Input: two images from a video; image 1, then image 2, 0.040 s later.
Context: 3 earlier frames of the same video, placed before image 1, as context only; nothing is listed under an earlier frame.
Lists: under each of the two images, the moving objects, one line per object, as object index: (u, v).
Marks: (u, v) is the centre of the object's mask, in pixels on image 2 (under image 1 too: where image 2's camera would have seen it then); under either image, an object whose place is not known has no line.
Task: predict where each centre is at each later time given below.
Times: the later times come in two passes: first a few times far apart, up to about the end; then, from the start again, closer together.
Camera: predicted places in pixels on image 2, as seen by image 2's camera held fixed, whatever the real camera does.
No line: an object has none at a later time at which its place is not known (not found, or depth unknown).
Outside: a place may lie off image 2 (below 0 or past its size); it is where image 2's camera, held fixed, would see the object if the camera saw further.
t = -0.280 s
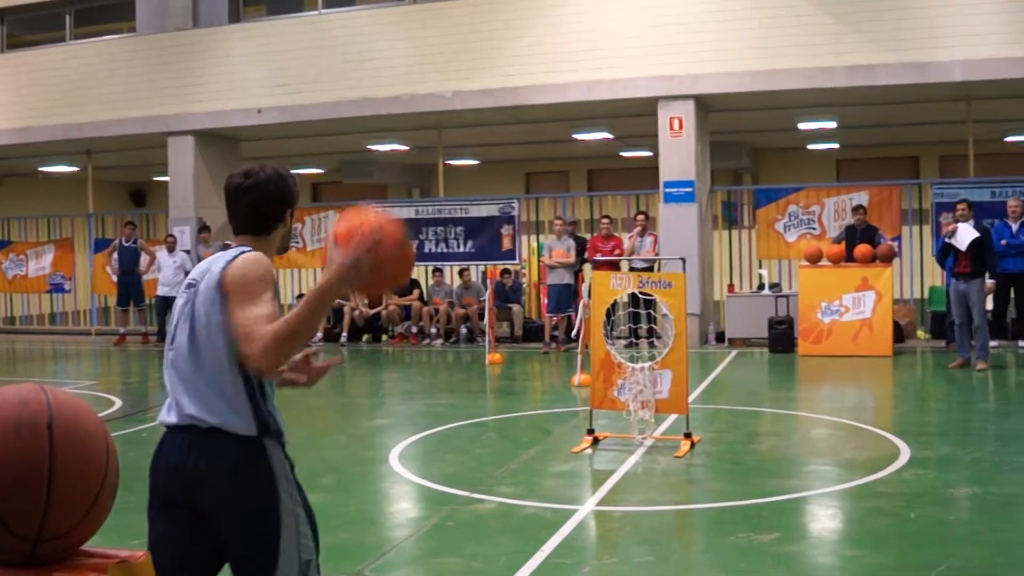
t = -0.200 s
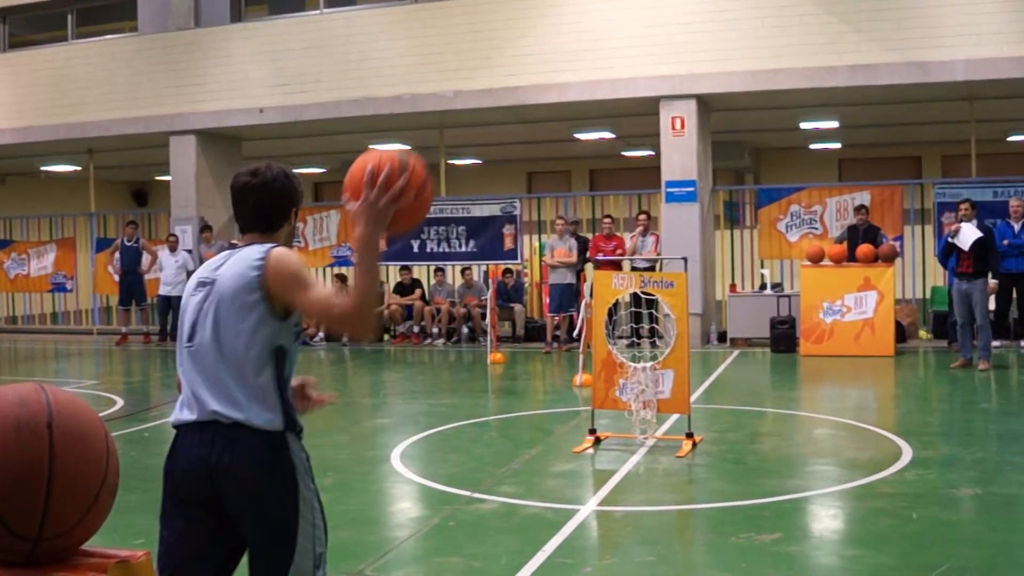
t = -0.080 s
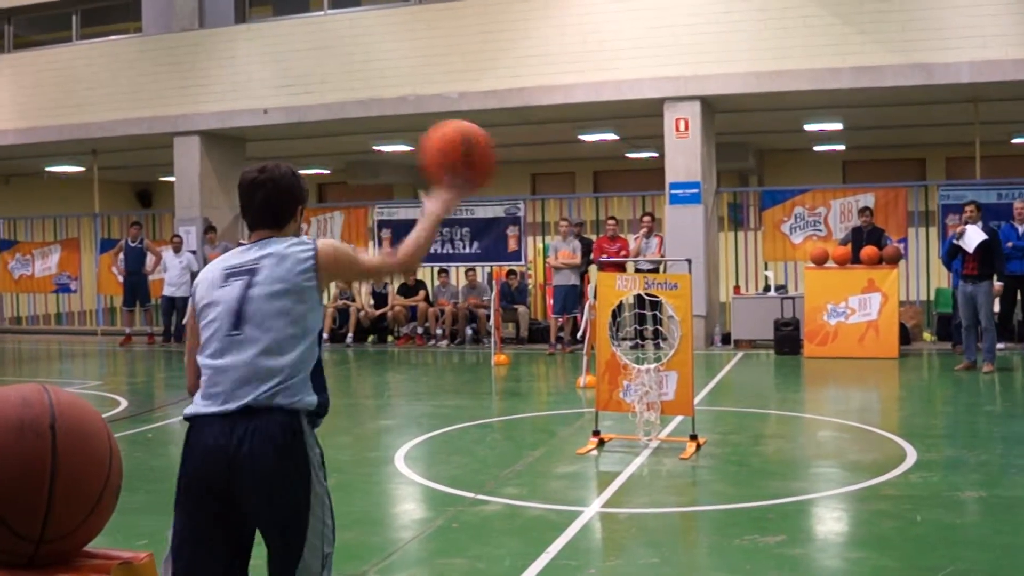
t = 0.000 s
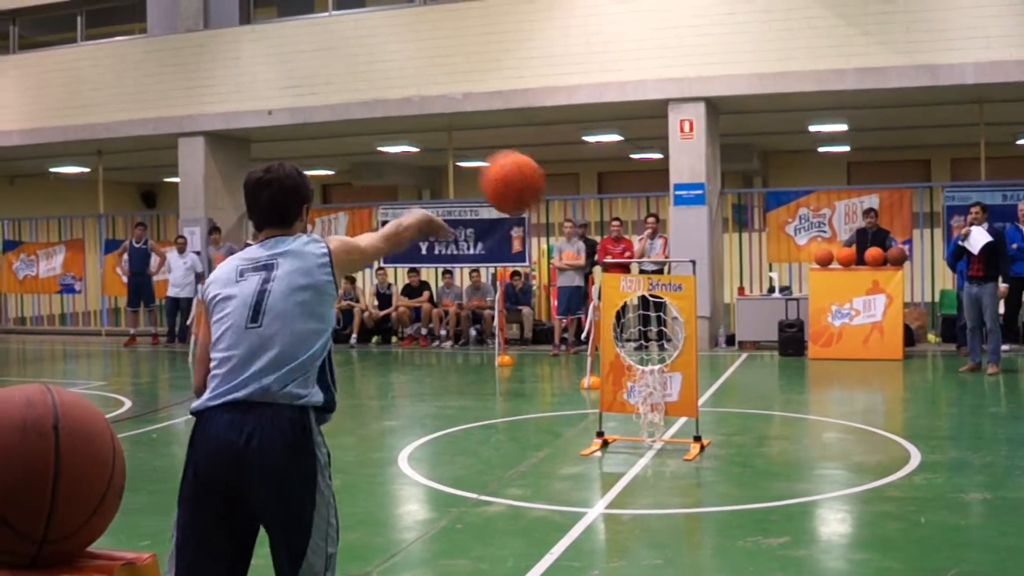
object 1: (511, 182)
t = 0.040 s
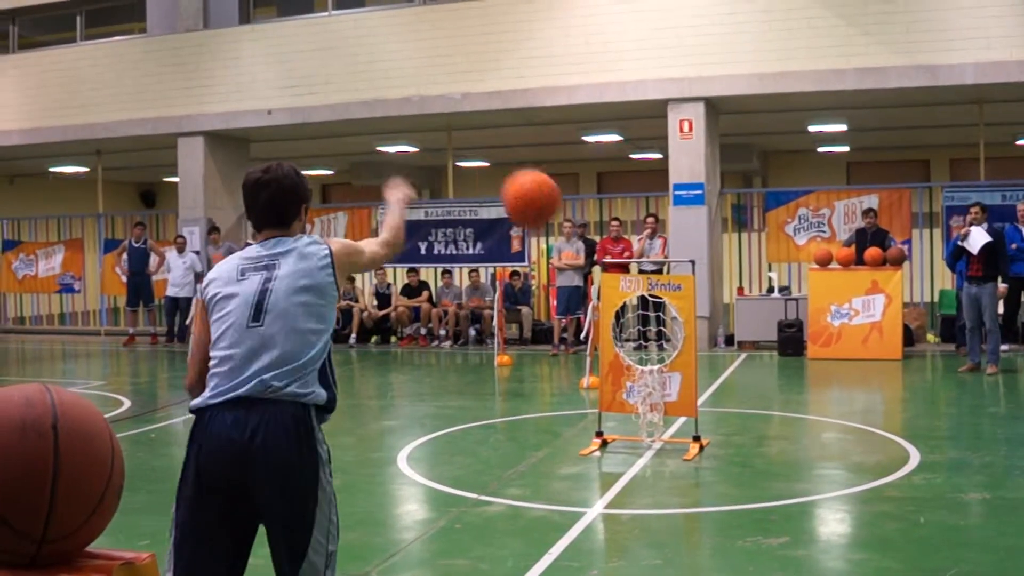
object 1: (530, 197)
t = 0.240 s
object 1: (597, 296)
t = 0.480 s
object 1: (620, 432)
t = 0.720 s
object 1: (562, 375)
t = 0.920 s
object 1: (504, 382)
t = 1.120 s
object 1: (436, 470)
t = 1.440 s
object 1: (288, 465)
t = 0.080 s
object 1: (548, 215)
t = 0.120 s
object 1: (564, 234)
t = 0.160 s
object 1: (577, 255)
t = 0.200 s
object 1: (588, 275)
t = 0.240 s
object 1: (597, 296)
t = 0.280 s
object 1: (607, 318)
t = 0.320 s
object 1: (614, 339)
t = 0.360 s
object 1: (621, 362)
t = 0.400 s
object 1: (628, 383)
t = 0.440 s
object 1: (630, 407)
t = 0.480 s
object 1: (620, 432)
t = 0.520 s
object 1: (611, 425)
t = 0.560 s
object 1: (601, 411)
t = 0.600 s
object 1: (592, 400)
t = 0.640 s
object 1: (583, 389)
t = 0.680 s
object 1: (573, 380)
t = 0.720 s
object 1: (562, 375)
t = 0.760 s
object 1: (552, 371)
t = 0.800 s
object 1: (540, 370)
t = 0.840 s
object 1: (529, 371)
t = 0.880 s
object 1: (516, 375)
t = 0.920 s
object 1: (504, 382)
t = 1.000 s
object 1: (478, 407)
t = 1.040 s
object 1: (464, 425)
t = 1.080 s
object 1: (450, 446)
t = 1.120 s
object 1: (436, 470)
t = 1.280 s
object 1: (367, 494)
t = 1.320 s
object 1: (349, 482)
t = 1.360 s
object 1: (330, 474)
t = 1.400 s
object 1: (309, 468)
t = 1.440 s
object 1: (288, 465)
